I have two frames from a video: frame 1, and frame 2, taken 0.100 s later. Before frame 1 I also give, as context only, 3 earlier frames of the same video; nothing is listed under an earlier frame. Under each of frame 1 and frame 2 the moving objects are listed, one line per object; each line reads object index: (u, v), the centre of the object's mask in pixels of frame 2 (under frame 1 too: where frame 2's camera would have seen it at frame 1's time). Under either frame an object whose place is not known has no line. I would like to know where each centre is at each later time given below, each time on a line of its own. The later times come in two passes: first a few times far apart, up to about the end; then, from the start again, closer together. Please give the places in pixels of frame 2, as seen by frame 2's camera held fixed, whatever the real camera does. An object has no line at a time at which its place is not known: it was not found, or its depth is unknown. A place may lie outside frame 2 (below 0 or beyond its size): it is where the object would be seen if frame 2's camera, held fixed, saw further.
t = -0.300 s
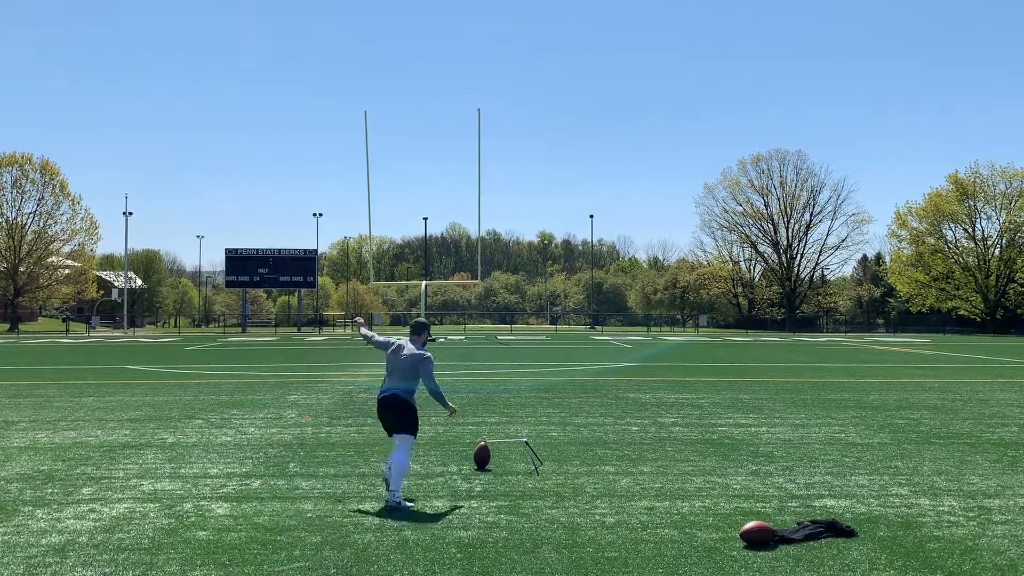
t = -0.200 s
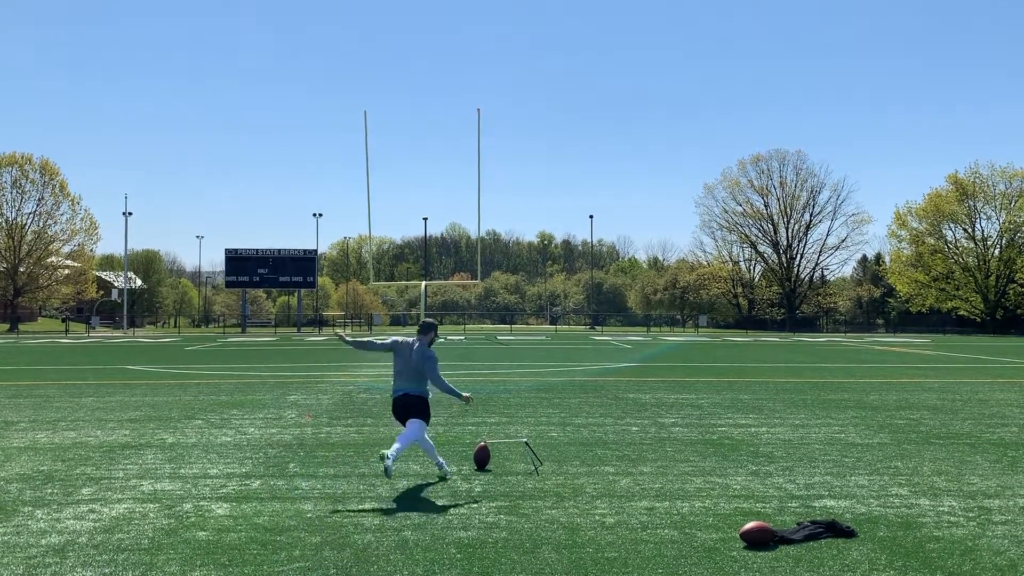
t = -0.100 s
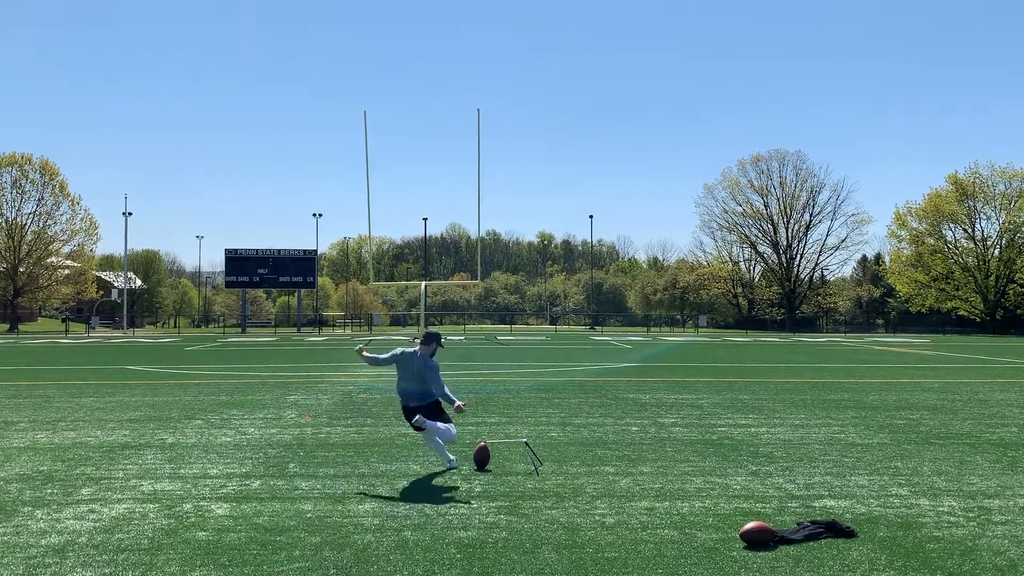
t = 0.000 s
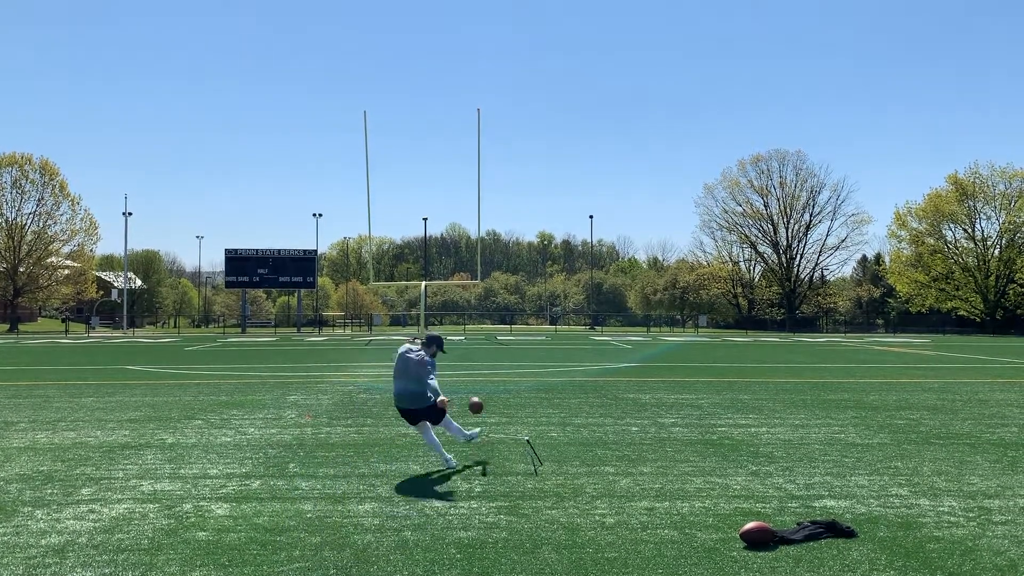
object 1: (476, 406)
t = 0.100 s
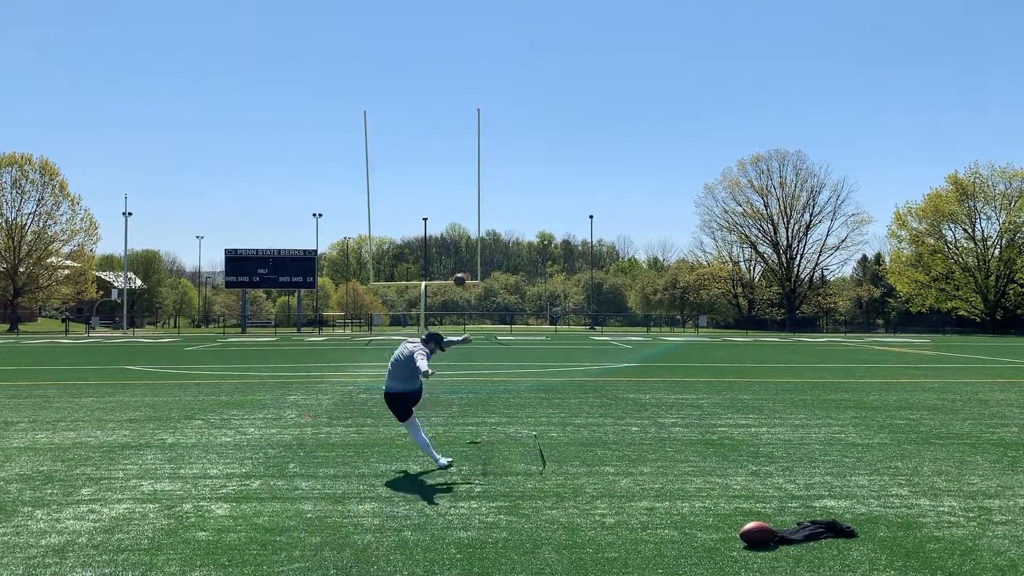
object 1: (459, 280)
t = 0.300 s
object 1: (442, 150)
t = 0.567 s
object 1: (432, 74)
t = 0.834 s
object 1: (427, 43)
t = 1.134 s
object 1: (424, 35)
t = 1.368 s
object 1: (422, 41)
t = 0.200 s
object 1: (449, 202)
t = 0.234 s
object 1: (446, 182)
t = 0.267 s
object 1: (444, 165)
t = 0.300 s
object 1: (442, 150)
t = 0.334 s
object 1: (440, 136)
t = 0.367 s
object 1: (438, 124)
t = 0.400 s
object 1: (437, 113)
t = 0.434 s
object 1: (436, 103)
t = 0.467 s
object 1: (435, 95)
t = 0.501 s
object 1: (434, 87)
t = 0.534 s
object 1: (433, 80)
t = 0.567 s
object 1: (432, 74)
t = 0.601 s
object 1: (431, 68)
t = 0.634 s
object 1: (430, 63)
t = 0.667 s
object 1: (429, 58)
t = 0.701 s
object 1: (429, 54)
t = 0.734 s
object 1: (428, 51)
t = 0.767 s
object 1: (428, 47)
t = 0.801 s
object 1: (427, 45)
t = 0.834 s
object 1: (427, 43)
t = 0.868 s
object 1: (427, 40)
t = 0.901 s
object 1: (426, 39)
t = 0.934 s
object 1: (426, 37)
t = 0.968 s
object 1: (426, 37)
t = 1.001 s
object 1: (425, 36)
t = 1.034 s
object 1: (425, 35)
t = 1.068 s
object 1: (424, 35)
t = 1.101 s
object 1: (424, 35)
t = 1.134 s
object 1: (424, 35)
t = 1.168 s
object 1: (423, 35)
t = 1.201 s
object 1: (423, 36)
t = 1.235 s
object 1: (423, 36)
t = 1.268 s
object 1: (423, 37)
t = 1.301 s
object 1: (422, 39)
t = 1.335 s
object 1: (422, 40)
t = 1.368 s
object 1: (422, 41)
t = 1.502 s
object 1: (421, 48)
